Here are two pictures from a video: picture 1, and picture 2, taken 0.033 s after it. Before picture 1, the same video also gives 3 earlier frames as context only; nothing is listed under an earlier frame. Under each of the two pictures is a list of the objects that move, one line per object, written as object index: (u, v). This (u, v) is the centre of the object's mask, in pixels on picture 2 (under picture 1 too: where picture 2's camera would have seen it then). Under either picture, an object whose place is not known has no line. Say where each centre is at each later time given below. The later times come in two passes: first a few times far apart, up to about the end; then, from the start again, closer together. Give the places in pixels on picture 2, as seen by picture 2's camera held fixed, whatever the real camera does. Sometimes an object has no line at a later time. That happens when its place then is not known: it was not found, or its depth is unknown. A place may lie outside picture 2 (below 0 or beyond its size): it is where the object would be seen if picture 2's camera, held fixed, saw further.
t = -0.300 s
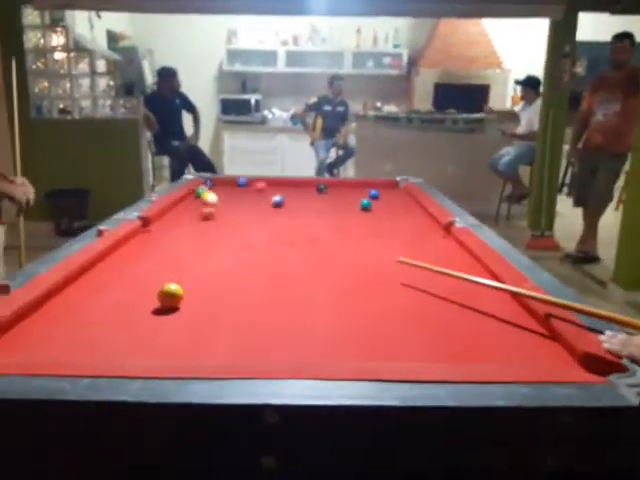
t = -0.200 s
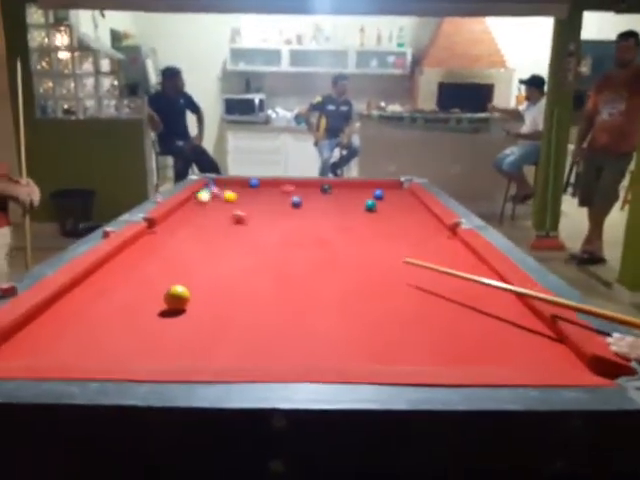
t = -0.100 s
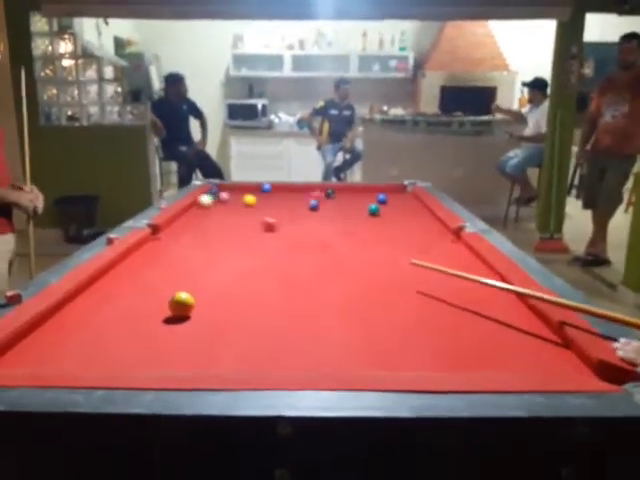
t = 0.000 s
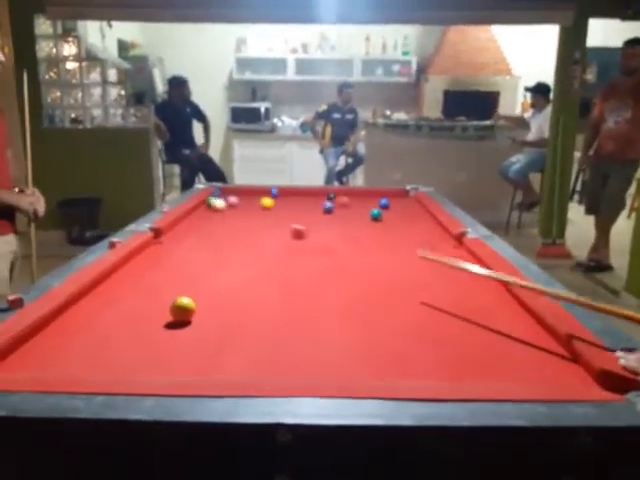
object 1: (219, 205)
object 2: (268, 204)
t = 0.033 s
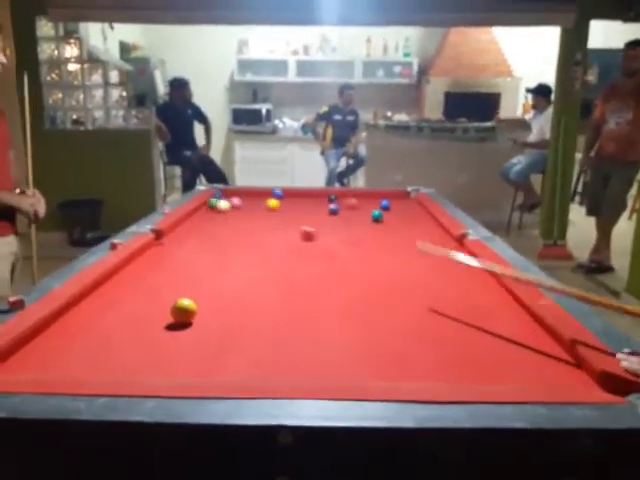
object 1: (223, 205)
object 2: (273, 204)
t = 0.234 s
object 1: (243, 204)
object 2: (300, 201)
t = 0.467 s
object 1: (266, 205)
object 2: (323, 199)
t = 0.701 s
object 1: (286, 204)
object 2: (326, 198)
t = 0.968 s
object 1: (307, 205)
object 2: (327, 198)
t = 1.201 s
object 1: (323, 206)
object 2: (328, 198)
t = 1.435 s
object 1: (338, 205)
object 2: (327, 198)
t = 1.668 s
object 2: (327, 198)
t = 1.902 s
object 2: (327, 198)
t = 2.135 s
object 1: (370, 205)
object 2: (327, 198)
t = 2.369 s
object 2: (327, 198)
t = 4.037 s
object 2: (326, 199)
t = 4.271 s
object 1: (391, 207)
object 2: (326, 199)
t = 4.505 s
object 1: (391, 207)
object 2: (326, 199)
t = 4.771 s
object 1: (390, 207)
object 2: (326, 199)
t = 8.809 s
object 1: (390, 206)
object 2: (326, 199)
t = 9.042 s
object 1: (392, 206)
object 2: (326, 199)
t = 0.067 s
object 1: (226, 205)
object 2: (277, 203)
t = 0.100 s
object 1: (230, 205)
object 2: (282, 202)
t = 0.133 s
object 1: (235, 204)
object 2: (287, 202)
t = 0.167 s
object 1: (238, 204)
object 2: (291, 202)
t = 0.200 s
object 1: (241, 204)
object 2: (295, 201)
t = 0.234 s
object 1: (243, 204)
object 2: (300, 201)
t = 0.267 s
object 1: (247, 205)
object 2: (304, 201)
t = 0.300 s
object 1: (249, 205)
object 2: (307, 200)
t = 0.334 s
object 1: (252, 205)
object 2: (312, 200)
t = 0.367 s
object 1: (255, 205)
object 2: (316, 200)
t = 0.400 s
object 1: (258, 205)
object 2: (320, 199)
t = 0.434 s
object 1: (260, 205)
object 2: (323, 199)
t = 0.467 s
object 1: (266, 205)
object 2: (323, 199)
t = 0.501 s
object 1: (269, 205)
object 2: (324, 198)
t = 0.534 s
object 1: (271, 204)
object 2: (325, 198)
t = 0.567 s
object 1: (274, 204)
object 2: (325, 199)
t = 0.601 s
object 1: (277, 205)
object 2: (326, 198)
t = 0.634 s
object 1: (280, 205)
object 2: (326, 198)
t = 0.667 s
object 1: (283, 204)
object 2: (326, 198)
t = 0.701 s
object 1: (286, 204)
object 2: (326, 198)
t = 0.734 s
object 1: (288, 204)
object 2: (326, 198)
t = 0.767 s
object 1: (292, 204)
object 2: (327, 198)
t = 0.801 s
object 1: (294, 205)
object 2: (327, 199)
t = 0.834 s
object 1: (297, 205)
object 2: (327, 198)
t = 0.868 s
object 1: (299, 205)
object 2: (326, 198)
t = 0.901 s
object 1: (302, 205)
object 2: (327, 198)
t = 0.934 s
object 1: (304, 205)
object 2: (327, 198)
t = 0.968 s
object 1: (307, 205)
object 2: (327, 198)
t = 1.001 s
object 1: (309, 205)
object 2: (327, 198)
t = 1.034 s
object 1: (312, 205)
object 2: (327, 198)
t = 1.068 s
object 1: (314, 205)
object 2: (327, 198)
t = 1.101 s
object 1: (316, 205)
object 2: (327, 198)
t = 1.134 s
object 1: (319, 205)
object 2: (328, 198)
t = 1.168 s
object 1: (321, 206)
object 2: (328, 198)
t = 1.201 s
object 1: (323, 206)
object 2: (328, 198)
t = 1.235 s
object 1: (325, 206)
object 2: (328, 197)
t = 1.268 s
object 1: (328, 205)
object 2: (328, 197)
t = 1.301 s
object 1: (330, 205)
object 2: (327, 197)
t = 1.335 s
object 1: (332, 206)
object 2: (327, 197)
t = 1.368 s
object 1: (334, 205)
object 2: (327, 198)
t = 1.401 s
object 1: (336, 205)
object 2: (327, 198)
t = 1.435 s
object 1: (338, 205)
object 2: (327, 198)
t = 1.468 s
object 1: (340, 205)
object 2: (327, 198)
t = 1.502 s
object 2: (327, 198)
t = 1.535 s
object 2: (327, 198)
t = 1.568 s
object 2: (327, 198)
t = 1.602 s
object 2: (327, 198)
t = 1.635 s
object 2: (327, 198)
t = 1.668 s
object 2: (327, 198)
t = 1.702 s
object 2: (327, 198)
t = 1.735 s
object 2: (327, 198)
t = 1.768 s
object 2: (327, 198)
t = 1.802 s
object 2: (327, 198)
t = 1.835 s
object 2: (327, 198)
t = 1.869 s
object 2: (327, 198)
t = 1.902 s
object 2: (327, 198)
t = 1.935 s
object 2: (327, 198)
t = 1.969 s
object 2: (327, 198)
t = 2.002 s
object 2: (327, 198)
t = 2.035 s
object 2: (327, 198)
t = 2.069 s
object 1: (368, 205)
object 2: (327, 198)
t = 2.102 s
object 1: (369, 205)
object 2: (326, 198)
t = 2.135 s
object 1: (370, 205)
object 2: (327, 198)
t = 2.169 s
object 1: (371, 204)
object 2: (327, 198)
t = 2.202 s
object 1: (372, 205)
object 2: (327, 198)
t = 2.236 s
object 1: (374, 205)
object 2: (327, 198)
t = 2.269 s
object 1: (375, 205)
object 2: (327, 198)
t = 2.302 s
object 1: (376, 205)
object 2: (327, 198)
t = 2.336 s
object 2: (327, 198)
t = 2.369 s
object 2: (327, 198)
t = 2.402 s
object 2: (327, 199)
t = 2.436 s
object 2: (327, 199)
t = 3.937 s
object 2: (326, 199)
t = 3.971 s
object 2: (326, 199)
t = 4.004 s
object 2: (326, 199)
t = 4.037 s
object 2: (326, 199)
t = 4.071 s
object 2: (326, 199)
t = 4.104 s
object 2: (326, 199)
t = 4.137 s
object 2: (326, 199)
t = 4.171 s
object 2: (326, 199)
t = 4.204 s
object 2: (326, 199)
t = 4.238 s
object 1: (390, 207)
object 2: (326, 199)
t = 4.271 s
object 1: (391, 207)
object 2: (326, 199)
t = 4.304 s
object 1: (391, 207)
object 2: (326, 199)
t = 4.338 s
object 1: (391, 207)
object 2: (326, 199)
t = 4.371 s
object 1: (391, 207)
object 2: (326, 199)
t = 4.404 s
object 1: (391, 207)
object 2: (326, 199)
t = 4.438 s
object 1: (391, 207)
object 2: (326, 199)
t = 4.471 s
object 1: (391, 207)
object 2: (326, 199)
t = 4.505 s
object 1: (391, 207)
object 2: (326, 199)
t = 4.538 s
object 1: (391, 207)
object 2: (326, 199)
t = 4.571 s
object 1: (391, 207)
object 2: (326, 199)
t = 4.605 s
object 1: (391, 207)
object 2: (326, 199)
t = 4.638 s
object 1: (391, 207)
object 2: (326, 199)
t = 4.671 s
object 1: (390, 207)
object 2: (326, 199)
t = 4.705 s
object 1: (391, 206)
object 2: (326, 199)
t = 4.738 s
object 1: (390, 207)
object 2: (327, 199)
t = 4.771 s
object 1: (390, 207)
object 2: (326, 199)
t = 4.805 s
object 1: (390, 207)
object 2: (326, 199)
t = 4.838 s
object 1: (390, 207)
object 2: (326, 199)
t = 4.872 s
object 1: (391, 207)
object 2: (326, 199)
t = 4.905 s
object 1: (390, 207)
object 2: (326, 199)
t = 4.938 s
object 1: (390, 207)
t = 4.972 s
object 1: (390, 207)
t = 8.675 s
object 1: (389, 206)
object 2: (325, 199)
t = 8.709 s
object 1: (390, 206)
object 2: (325, 199)
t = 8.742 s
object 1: (390, 206)
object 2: (325, 198)
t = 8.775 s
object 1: (390, 206)
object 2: (326, 199)
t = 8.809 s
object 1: (390, 206)
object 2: (326, 199)
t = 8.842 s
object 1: (390, 206)
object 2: (326, 199)
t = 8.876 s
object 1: (391, 206)
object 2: (326, 199)
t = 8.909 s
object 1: (390, 206)
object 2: (326, 199)
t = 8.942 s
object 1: (391, 206)
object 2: (326, 198)
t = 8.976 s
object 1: (391, 206)
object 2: (326, 198)
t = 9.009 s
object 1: (391, 206)
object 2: (326, 199)
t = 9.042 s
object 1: (392, 206)
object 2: (326, 199)
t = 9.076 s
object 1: (392, 206)
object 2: (326, 199)
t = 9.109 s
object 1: (392, 206)
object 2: (326, 198)
